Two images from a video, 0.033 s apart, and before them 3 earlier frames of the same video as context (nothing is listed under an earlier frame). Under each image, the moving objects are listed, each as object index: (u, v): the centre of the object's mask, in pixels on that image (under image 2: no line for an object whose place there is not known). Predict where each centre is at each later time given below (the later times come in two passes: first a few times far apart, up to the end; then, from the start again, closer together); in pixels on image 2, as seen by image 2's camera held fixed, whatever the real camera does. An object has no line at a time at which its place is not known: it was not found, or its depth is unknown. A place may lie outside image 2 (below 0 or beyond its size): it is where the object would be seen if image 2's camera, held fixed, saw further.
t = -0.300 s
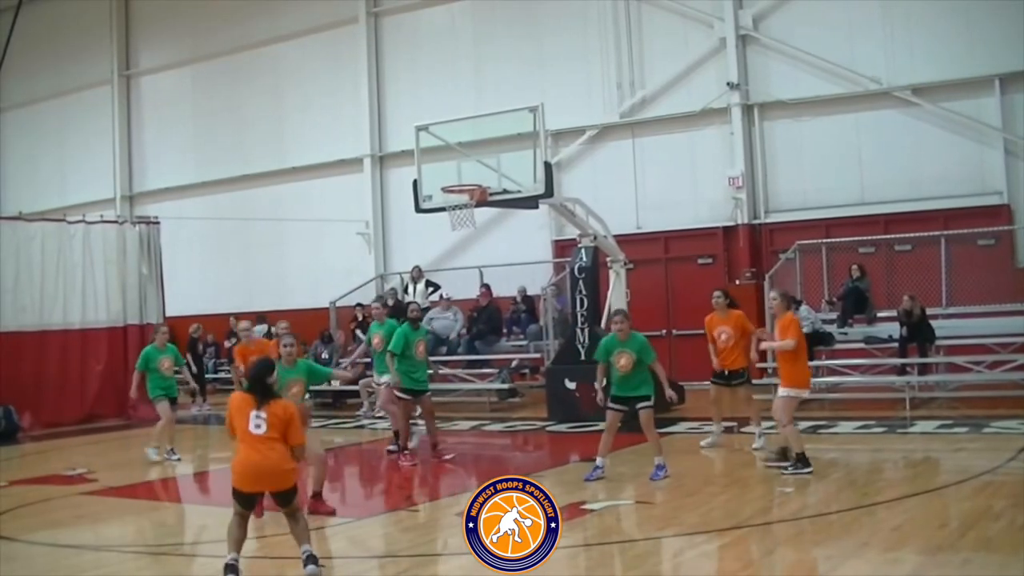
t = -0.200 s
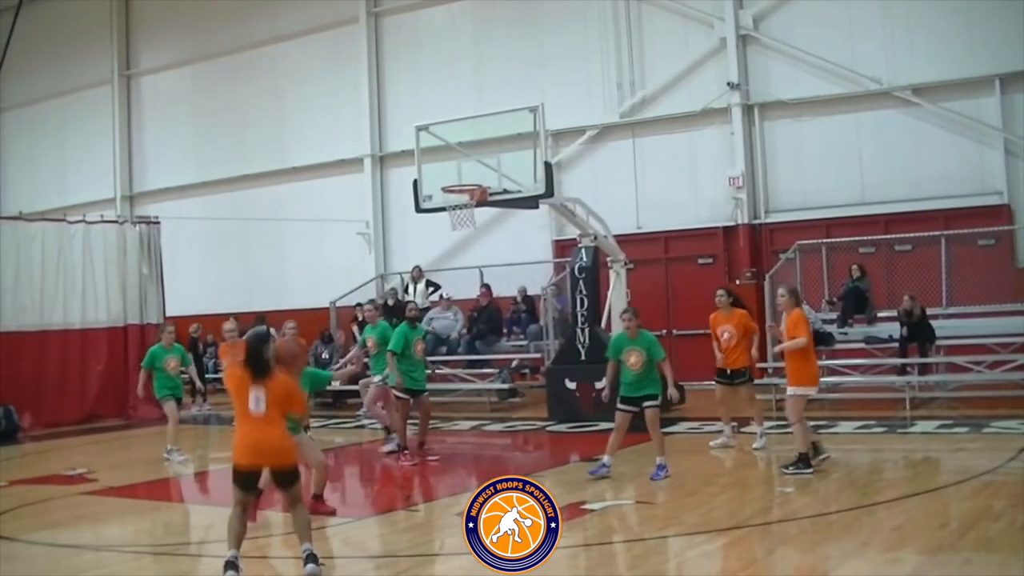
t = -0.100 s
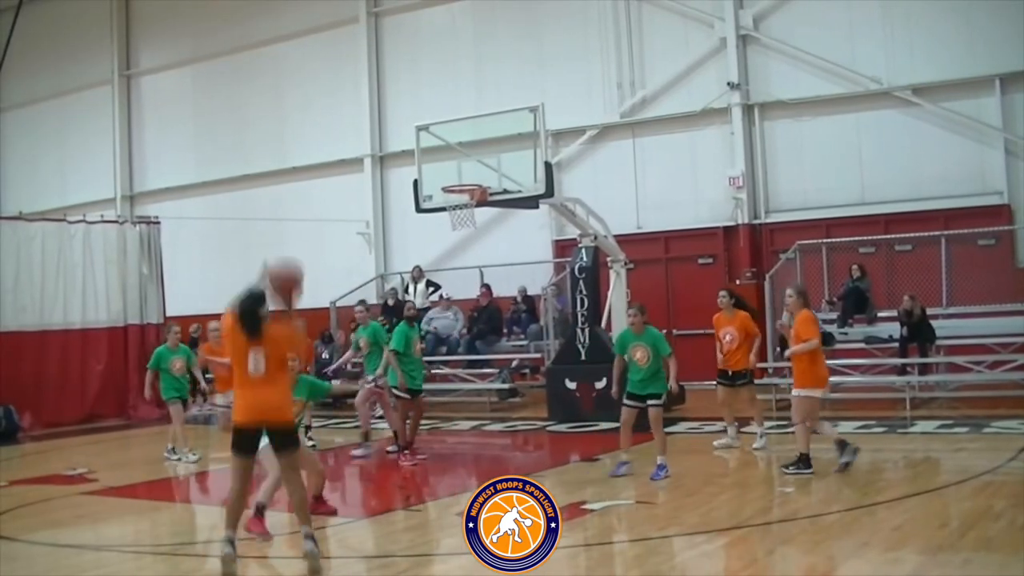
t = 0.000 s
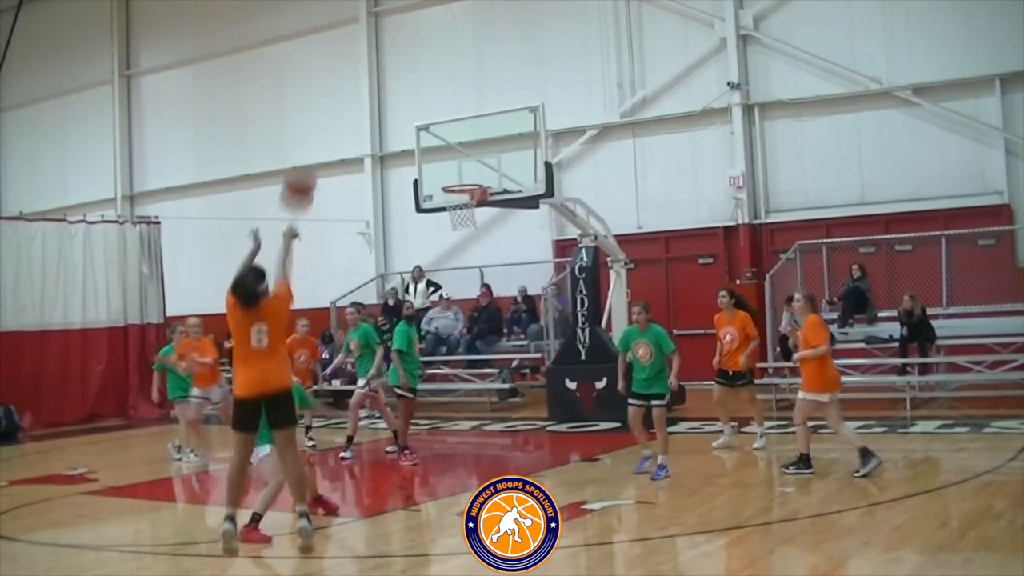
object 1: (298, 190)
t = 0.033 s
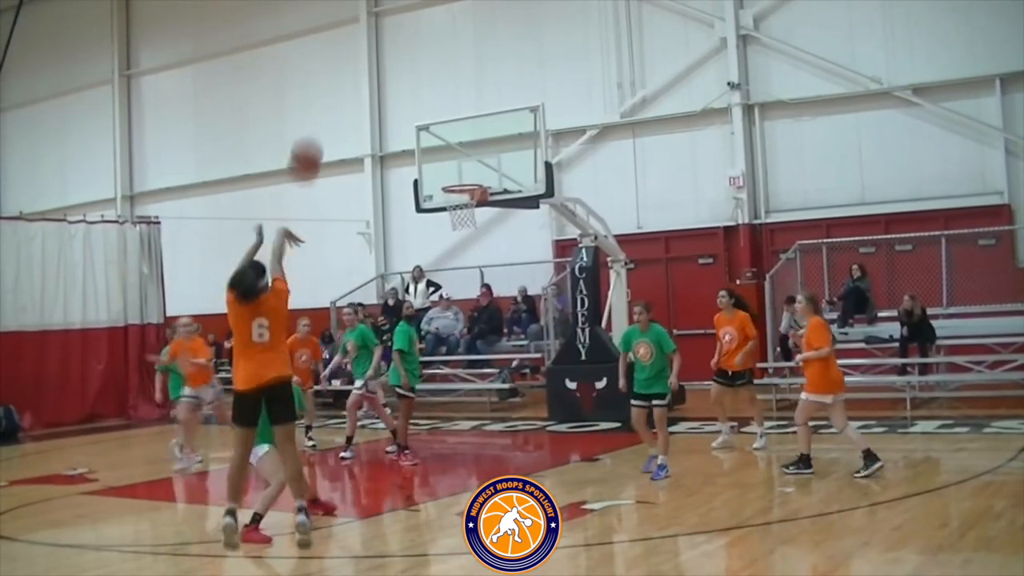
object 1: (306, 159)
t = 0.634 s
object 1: (394, 4)
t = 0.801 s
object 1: (412, 26)
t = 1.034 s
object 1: (435, 100)
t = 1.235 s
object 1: (457, 181)
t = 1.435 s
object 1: (527, 166)
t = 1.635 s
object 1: (605, 184)
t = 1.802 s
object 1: (671, 224)
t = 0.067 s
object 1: (311, 134)
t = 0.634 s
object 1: (394, 4)
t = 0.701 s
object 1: (401, 8)
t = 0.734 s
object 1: (405, 12)
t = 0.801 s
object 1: (412, 26)
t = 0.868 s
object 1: (419, 43)
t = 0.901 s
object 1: (423, 53)
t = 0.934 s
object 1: (426, 64)
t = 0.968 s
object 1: (429, 75)
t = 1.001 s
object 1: (432, 87)
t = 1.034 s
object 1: (435, 100)
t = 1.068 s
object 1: (439, 112)
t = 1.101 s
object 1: (442, 126)
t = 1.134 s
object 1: (445, 141)
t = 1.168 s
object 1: (449, 158)
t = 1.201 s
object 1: (452, 174)
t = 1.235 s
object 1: (457, 181)
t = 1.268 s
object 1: (469, 177)
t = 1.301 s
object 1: (479, 174)
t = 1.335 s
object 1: (491, 171)
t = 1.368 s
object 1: (503, 168)
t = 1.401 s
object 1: (515, 167)
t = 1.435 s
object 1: (527, 166)
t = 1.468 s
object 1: (540, 166)
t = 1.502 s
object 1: (554, 168)
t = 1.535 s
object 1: (567, 170)
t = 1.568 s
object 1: (579, 174)
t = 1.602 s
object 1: (592, 178)
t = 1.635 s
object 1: (605, 184)
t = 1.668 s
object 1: (619, 191)
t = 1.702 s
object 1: (632, 199)
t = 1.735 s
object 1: (645, 207)
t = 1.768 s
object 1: (660, 217)
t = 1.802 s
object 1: (671, 224)
